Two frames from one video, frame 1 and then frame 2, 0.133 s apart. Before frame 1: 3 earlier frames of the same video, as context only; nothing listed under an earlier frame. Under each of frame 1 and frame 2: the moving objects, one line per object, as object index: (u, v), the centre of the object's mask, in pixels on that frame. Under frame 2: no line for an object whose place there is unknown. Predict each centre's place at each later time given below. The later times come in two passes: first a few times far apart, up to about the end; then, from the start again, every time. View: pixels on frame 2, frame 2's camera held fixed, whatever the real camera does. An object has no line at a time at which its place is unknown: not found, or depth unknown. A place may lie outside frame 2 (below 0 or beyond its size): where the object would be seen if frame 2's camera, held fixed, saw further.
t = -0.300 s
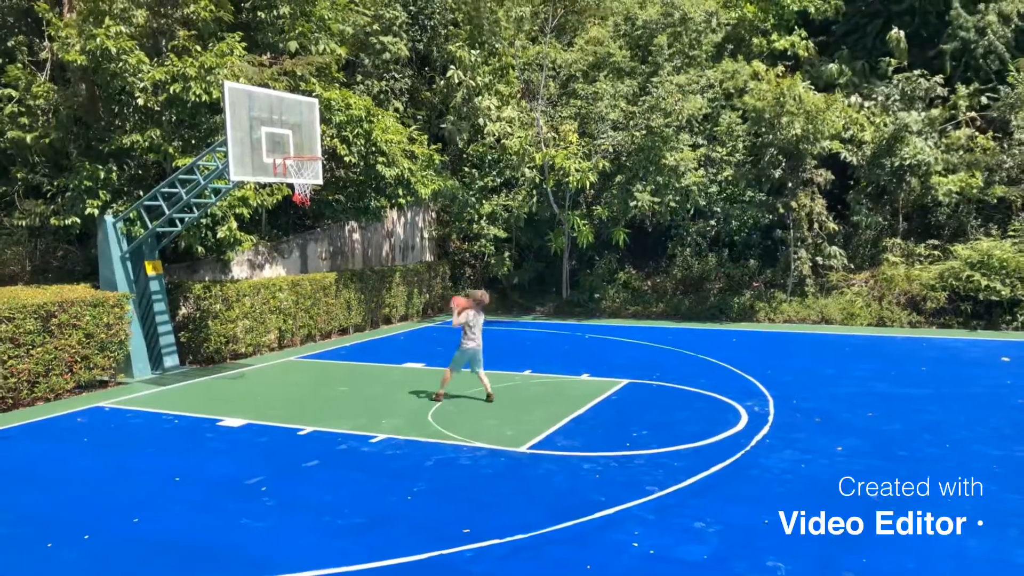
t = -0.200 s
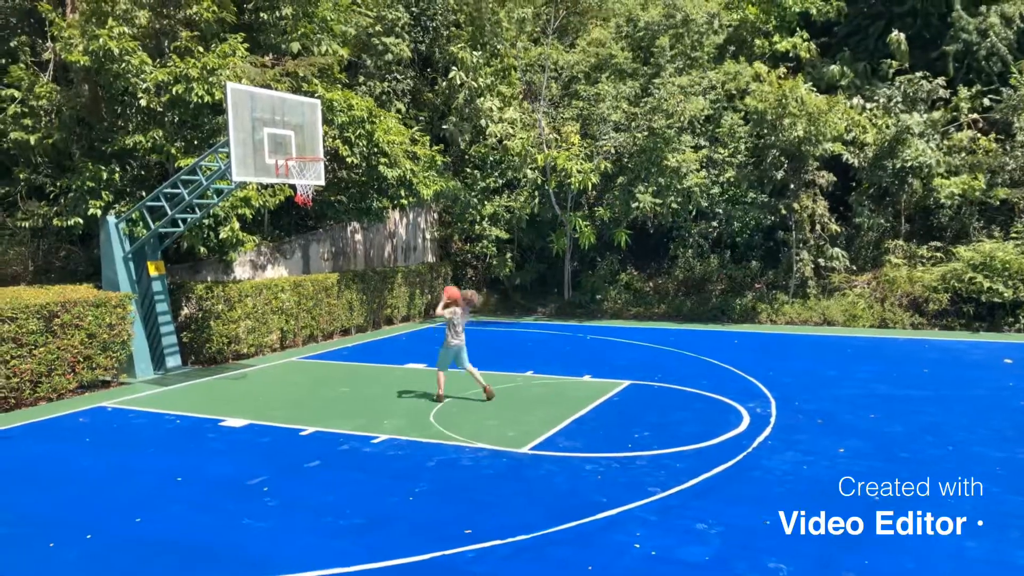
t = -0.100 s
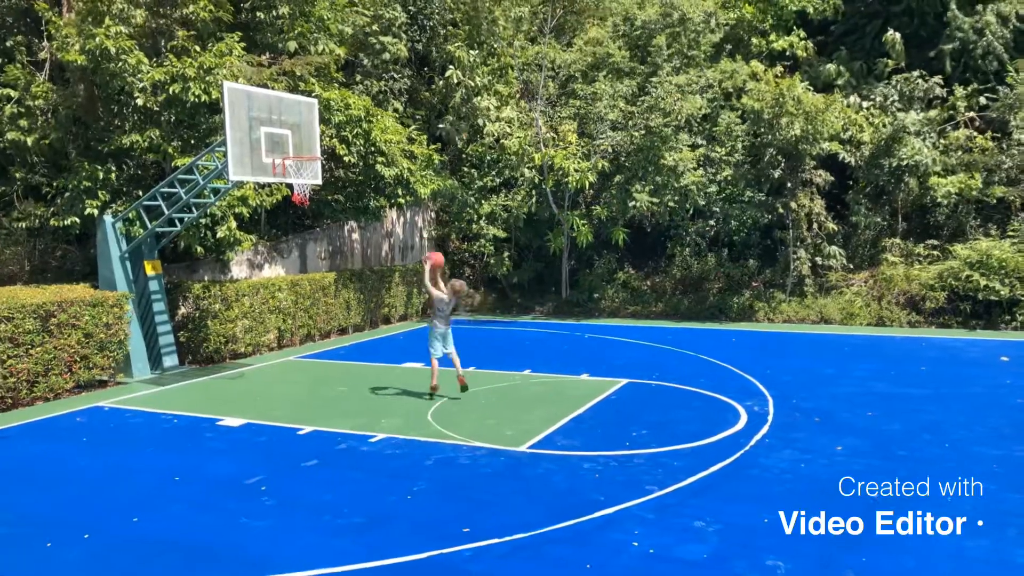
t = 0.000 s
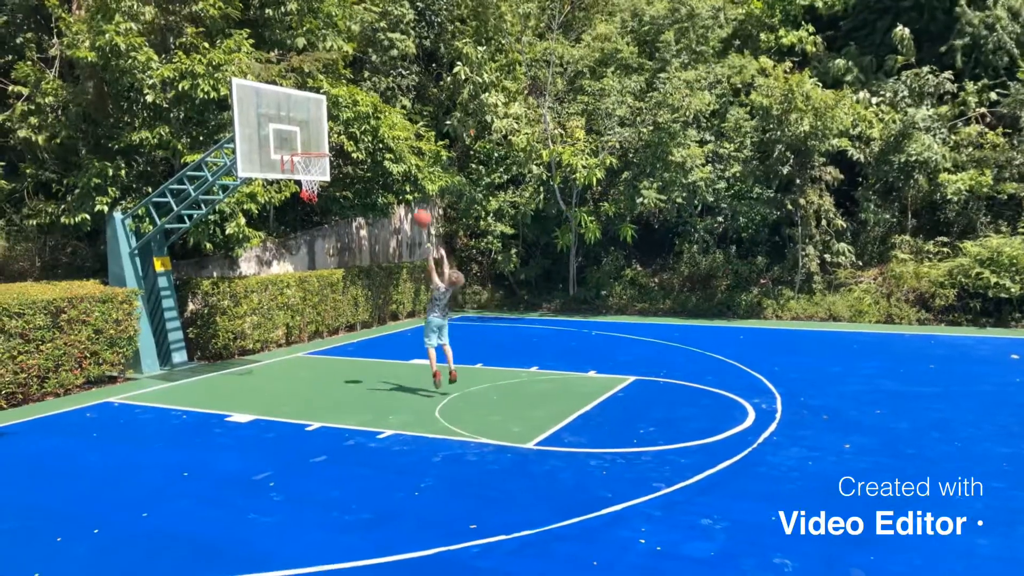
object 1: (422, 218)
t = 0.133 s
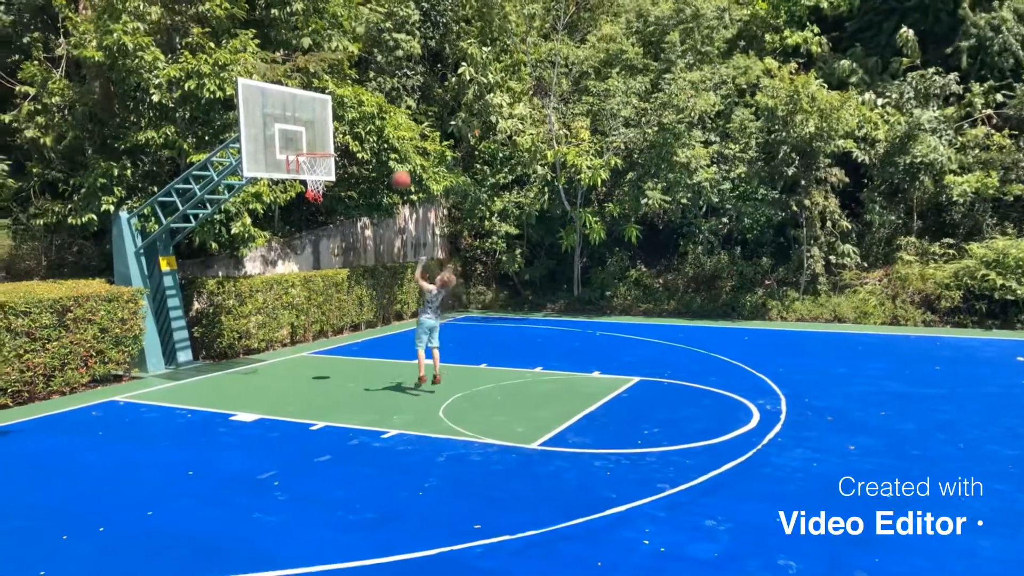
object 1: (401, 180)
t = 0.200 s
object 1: (387, 167)
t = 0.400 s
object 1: (352, 144)
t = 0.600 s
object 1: (332, 140)
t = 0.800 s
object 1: (327, 144)
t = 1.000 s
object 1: (319, 150)
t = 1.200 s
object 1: (315, 189)
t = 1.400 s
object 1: (310, 246)
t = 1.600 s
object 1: (307, 333)
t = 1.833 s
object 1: (298, 319)
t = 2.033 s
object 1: (290, 264)
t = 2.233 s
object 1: (283, 237)
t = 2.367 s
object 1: (280, 236)
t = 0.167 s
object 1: (394, 171)
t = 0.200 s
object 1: (387, 167)
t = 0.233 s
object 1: (382, 160)
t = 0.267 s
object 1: (377, 155)
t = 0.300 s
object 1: (371, 151)
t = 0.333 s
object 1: (364, 147)
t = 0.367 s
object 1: (357, 146)
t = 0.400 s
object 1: (352, 144)
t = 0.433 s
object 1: (346, 143)
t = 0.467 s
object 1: (341, 144)
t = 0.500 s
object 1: (335, 145)
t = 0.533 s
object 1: (333, 143)
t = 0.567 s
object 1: (332, 141)
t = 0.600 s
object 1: (332, 140)
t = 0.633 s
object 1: (331, 139)
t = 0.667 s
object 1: (330, 140)
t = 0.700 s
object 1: (330, 140)
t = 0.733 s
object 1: (330, 141)
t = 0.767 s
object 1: (328, 144)
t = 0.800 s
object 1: (327, 144)
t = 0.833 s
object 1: (326, 143)
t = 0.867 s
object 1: (324, 143)
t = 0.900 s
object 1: (322, 144)
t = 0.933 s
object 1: (322, 145)
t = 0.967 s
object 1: (321, 146)
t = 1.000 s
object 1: (319, 150)
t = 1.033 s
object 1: (319, 155)
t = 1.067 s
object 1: (318, 161)
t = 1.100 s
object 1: (316, 164)
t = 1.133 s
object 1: (317, 174)
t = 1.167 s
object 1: (315, 178)
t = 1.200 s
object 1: (315, 189)
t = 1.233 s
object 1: (312, 196)
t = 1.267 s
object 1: (312, 205)
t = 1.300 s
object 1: (311, 214)
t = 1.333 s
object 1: (311, 224)
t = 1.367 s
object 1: (310, 233)
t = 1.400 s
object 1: (310, 246)
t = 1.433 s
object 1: (309, 257)
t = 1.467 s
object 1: (308, 271)
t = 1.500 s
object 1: (306, 286)
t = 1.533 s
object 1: (306, 299)
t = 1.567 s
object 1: (306, 314)
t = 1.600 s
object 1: (307, 333)
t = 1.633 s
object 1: (304, 348)
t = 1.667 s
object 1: (304, 365)
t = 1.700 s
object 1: (303, 371)
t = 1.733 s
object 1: (301, 357)
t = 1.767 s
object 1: (301, 343)
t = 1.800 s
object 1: (300, 332)
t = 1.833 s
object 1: (298, 319)
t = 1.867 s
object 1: (297, 308)
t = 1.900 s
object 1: (294, 298)
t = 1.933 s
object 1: (295, 288)
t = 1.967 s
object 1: (292, 281)
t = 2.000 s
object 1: (291, 271)
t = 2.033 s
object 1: (290, 264)
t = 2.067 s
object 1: (290, 257)
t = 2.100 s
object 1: (288, 252)
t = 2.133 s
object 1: (287, 246)
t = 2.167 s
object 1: (286, 245)
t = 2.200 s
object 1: (284, 239)
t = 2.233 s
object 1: (283, 237)
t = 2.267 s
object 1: (282, 236)
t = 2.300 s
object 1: (281, 236)
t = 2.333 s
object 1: (280, 235)
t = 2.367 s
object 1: (280, 236)
